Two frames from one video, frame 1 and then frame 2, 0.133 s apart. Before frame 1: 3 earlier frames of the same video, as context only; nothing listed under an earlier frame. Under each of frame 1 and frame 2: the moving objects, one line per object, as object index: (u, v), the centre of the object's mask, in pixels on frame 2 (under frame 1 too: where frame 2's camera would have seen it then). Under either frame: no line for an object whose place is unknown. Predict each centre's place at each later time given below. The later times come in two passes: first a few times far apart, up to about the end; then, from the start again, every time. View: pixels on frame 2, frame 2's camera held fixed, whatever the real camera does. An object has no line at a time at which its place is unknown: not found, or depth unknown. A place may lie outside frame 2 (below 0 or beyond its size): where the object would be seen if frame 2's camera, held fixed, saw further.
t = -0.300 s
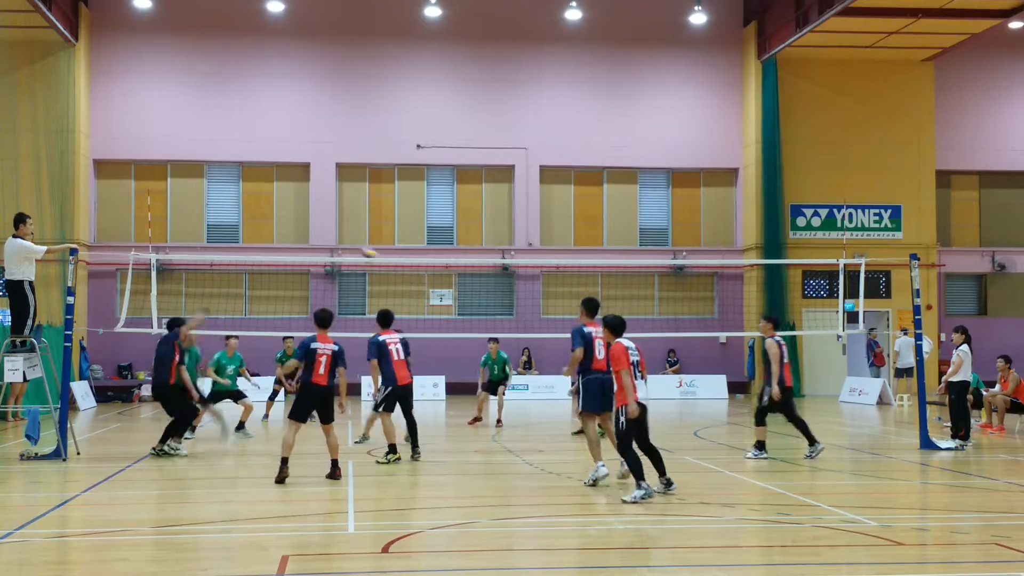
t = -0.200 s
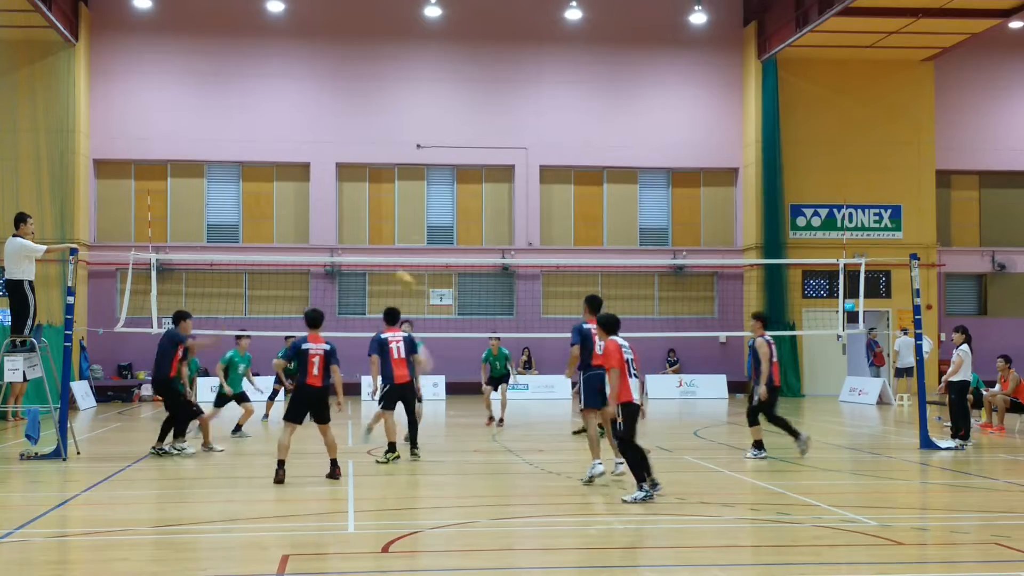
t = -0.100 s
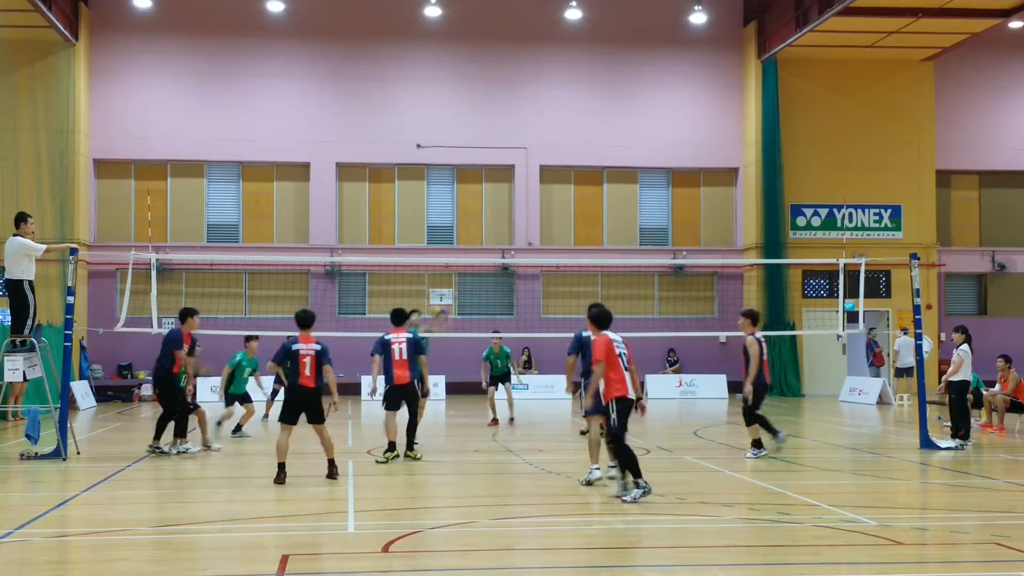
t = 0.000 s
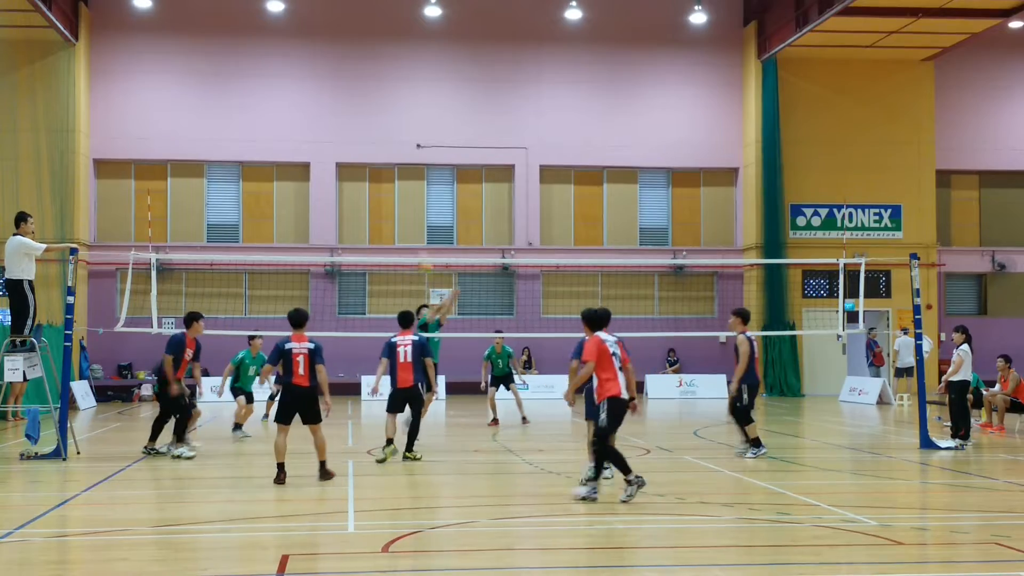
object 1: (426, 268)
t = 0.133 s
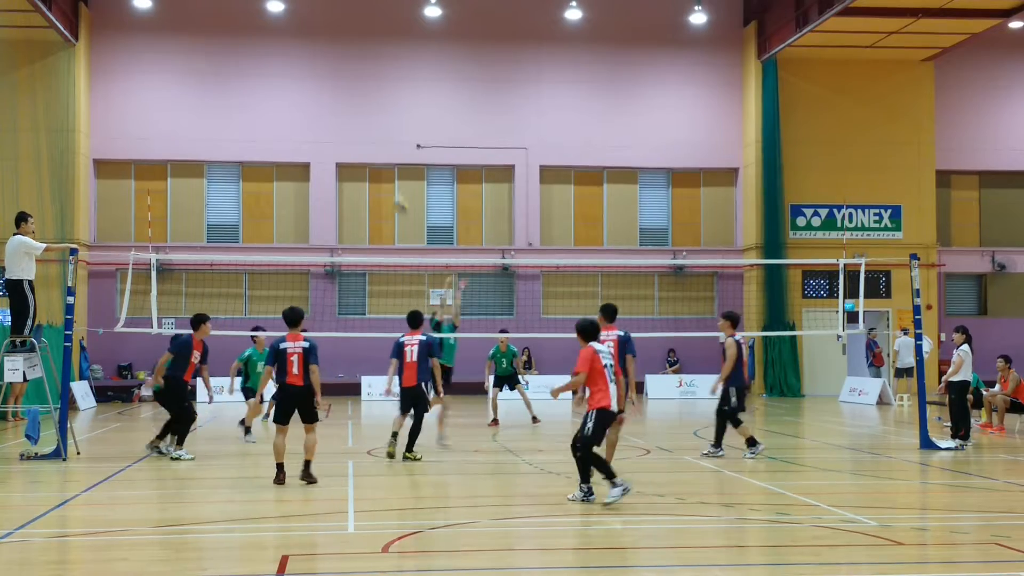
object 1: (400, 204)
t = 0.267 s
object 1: (376, 158)
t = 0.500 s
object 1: (336, 111)
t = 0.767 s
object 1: (292, 104)
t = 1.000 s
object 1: (257, 136)
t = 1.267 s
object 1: (220, 212)
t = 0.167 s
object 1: (392, 191)
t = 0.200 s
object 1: (387, 178)
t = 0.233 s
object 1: (382, 169)
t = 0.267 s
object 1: (376, 158)
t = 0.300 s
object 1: (370, 149)
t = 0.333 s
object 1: (365, 140)
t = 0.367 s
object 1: (359, 133)
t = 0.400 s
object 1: (352, 126)
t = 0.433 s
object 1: (347, 121)
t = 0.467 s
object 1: (341, 115)
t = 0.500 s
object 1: (336, 111)
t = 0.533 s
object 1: (330, 107)
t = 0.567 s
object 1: (325, 105)
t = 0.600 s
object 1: (319, 102)
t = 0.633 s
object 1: (314, 101)
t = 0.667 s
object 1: (308, 101)
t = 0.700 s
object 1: (303, 101)
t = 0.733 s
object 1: (298, 102)
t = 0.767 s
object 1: (292, 104)
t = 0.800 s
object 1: (288, 108)
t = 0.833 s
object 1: (281, 109)
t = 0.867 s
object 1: (277, 114)
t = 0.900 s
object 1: (272, 118)
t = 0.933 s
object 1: (267, 124)
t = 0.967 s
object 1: (262, 129)
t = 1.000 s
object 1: (257, 136)
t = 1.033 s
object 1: (252, 144)
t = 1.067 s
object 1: (247, 153)
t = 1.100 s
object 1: (243, 161)
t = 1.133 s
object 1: (238, 169)
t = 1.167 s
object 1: (233, 178)
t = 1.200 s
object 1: (228, 188)
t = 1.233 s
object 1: (224, 200)
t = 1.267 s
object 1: (220, 212)
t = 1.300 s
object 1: (214, 227)
